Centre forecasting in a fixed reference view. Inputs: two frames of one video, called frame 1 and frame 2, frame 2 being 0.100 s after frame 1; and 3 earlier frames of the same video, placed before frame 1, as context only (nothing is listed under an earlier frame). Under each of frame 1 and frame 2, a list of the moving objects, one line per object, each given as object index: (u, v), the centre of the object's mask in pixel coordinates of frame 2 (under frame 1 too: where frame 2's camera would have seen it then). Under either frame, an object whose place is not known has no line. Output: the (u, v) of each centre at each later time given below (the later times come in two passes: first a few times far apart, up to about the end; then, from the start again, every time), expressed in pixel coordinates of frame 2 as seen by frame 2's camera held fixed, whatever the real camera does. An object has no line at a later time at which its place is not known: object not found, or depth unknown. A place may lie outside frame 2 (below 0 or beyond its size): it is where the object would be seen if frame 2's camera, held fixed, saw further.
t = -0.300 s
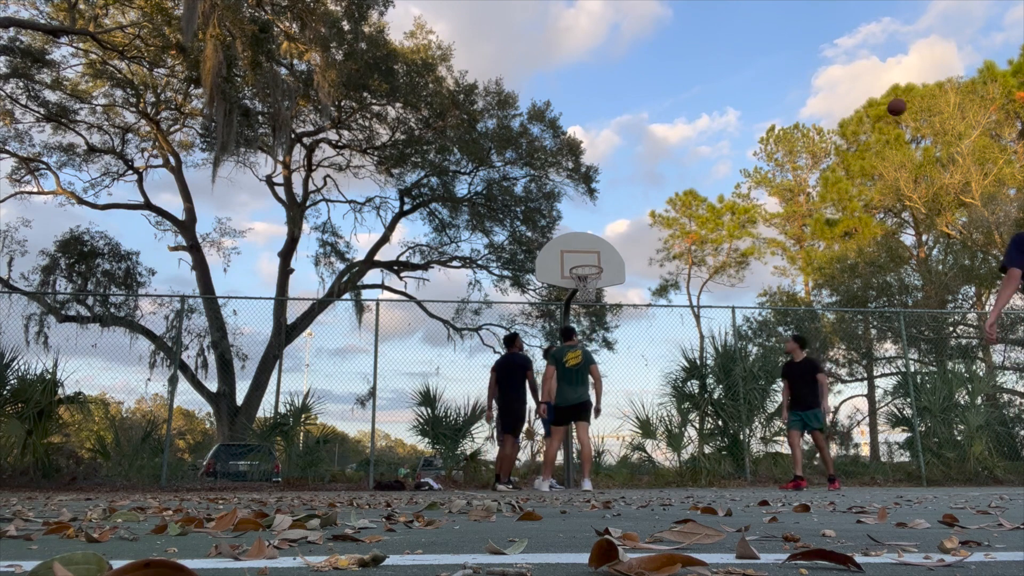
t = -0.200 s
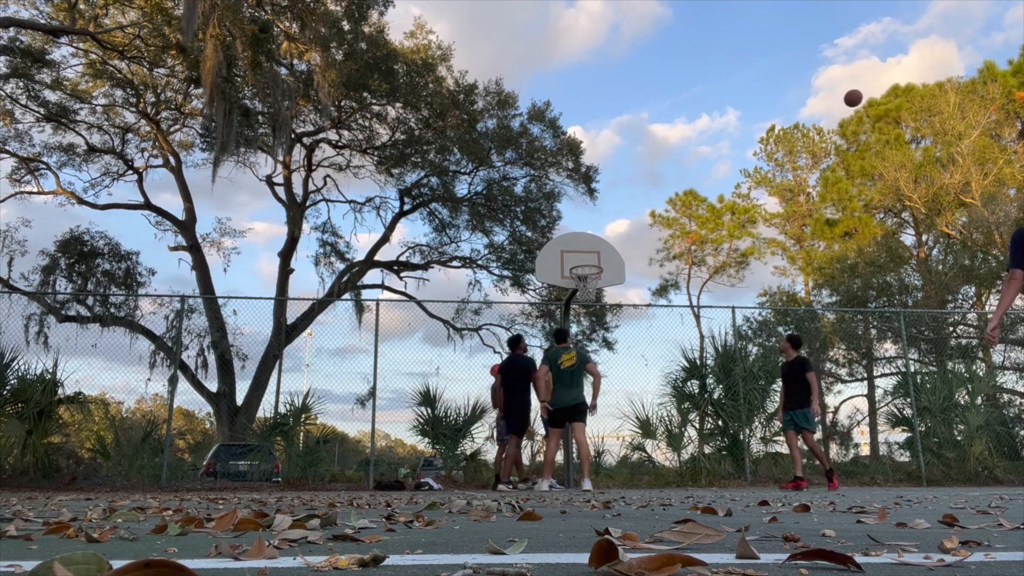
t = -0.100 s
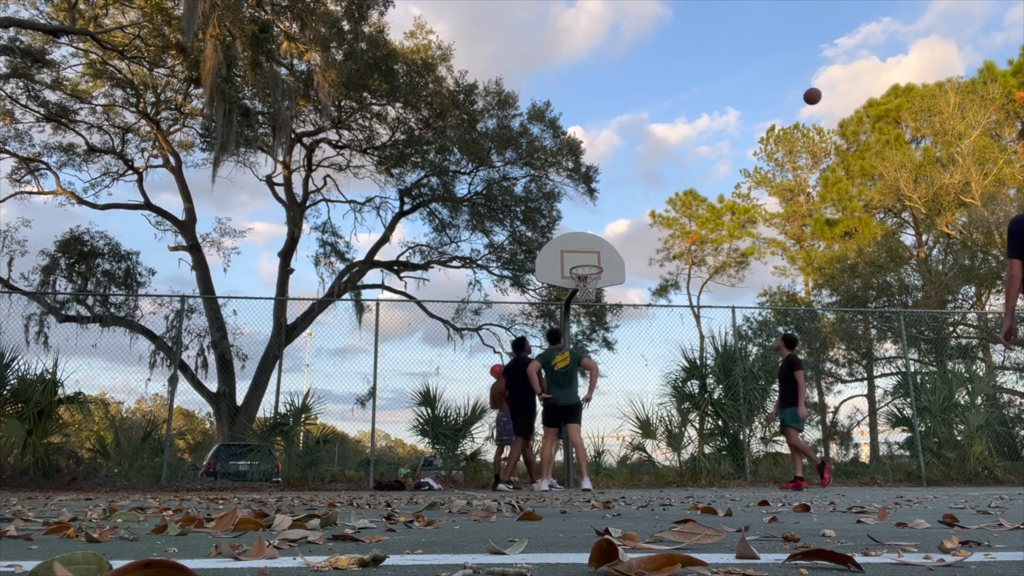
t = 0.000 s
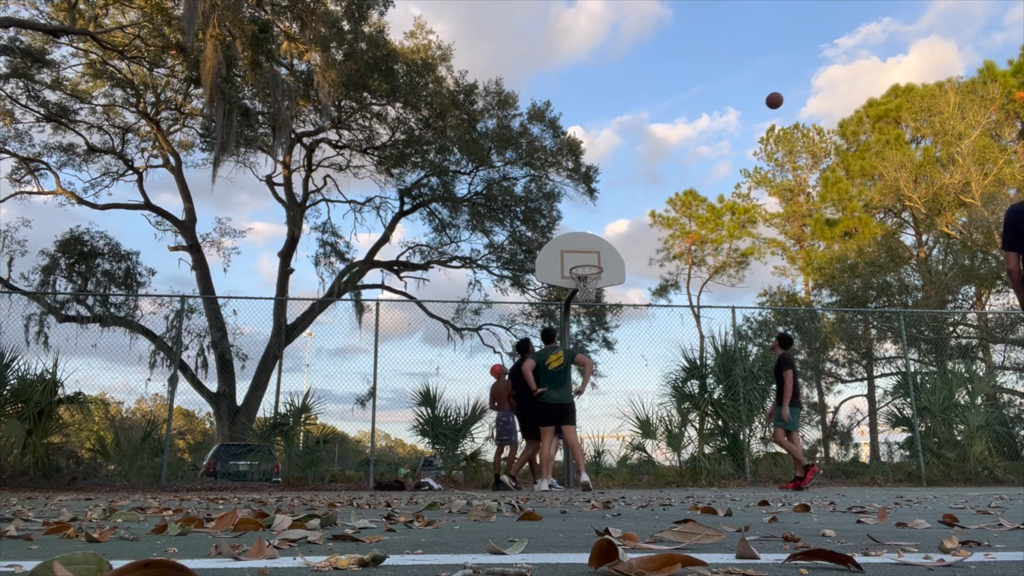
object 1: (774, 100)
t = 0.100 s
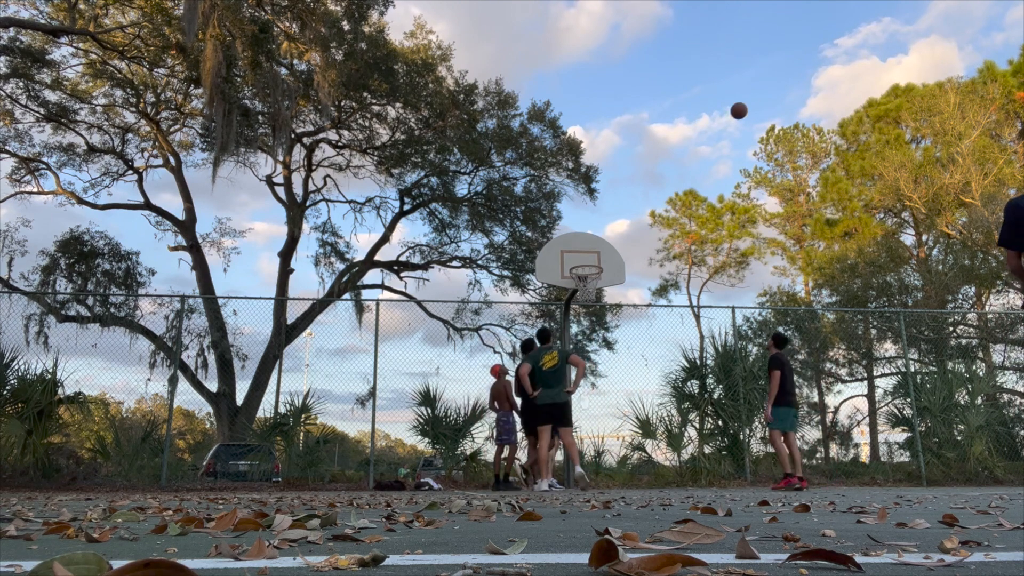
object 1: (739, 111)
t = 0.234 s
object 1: (694, 134)
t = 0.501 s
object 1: (612, 207)
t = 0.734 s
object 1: (576, 234)
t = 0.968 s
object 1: (591, 181)
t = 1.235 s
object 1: (607, 163)
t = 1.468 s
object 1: (623, 181)
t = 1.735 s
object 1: (642, 238)
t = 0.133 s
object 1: (727, 115)
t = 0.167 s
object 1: (716, 121)
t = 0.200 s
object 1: (705, 127)
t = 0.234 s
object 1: (694, 134)
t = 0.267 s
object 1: (683, 141)
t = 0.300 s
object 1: (673, 149)
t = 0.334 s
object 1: (662, 157)
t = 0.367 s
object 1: (652, 166)
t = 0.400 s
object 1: (642, 175)
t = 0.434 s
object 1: (632, 185)
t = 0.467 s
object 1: (622, 196)
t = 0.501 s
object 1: (612, 207)
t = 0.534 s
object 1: (603, 219)
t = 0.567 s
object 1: (593, 232)
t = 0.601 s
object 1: (583, 245)
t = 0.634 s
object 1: (574, 260)
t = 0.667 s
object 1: (573, 257)
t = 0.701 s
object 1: (574, 245)
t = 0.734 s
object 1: (576, 234)
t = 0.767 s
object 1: (579, 224)
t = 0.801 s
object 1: (581, 215)
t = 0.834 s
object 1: (583, 207)
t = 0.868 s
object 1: (585, 199)
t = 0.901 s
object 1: (586, 193)
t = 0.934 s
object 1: (589, 186)
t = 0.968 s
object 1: (591, 181)
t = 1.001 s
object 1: (592, 176)
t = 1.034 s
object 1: (594, 172)
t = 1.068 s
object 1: (597, 169)
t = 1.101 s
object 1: (599, 167)
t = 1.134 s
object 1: (601, 165)
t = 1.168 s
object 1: (603, 164)
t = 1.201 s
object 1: (605, 163)
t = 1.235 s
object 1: (607, 163)
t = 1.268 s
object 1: (609, 164)
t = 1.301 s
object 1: (612, 165)
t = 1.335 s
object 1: (614, 167)
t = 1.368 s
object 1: (616, 170)
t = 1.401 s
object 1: (618, 173)
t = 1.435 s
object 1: (621, 177)
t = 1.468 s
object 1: (623, 181)
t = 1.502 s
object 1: (625, 186)
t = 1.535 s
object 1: (627, 191)
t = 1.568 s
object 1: (630, 198)
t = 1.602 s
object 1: (632, 205)
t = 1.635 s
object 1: (634, 212)
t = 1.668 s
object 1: (637, 220)
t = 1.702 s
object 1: (639, 229)
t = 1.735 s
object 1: (642, 238)
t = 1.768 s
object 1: (644, 247)
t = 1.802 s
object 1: (647, 258)
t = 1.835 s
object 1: (650, 269)
